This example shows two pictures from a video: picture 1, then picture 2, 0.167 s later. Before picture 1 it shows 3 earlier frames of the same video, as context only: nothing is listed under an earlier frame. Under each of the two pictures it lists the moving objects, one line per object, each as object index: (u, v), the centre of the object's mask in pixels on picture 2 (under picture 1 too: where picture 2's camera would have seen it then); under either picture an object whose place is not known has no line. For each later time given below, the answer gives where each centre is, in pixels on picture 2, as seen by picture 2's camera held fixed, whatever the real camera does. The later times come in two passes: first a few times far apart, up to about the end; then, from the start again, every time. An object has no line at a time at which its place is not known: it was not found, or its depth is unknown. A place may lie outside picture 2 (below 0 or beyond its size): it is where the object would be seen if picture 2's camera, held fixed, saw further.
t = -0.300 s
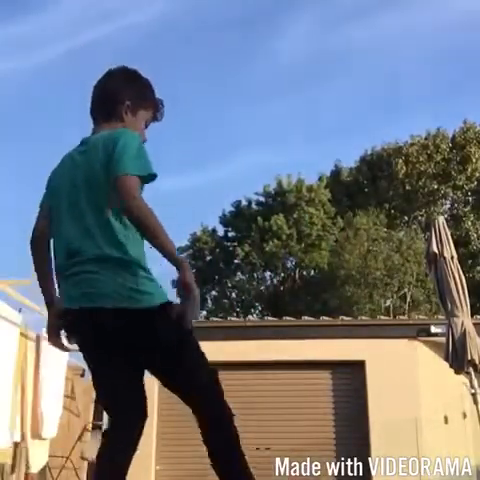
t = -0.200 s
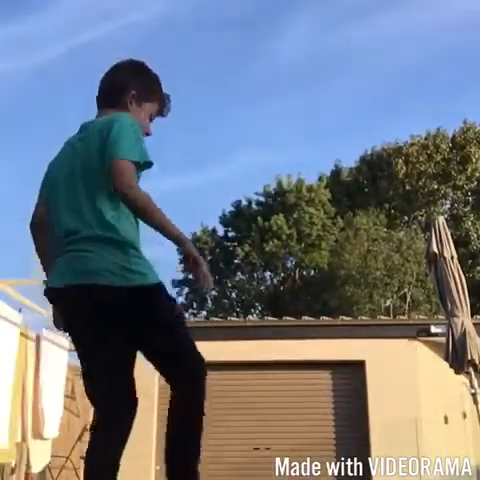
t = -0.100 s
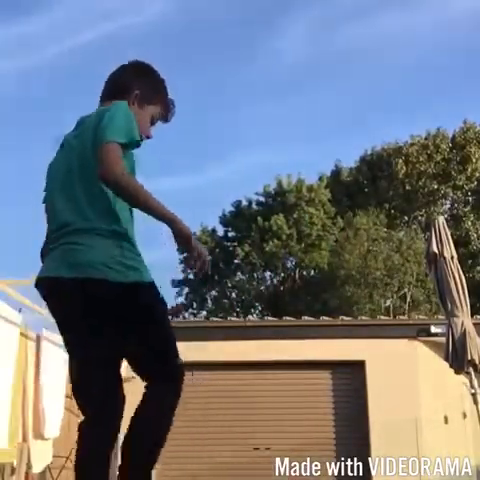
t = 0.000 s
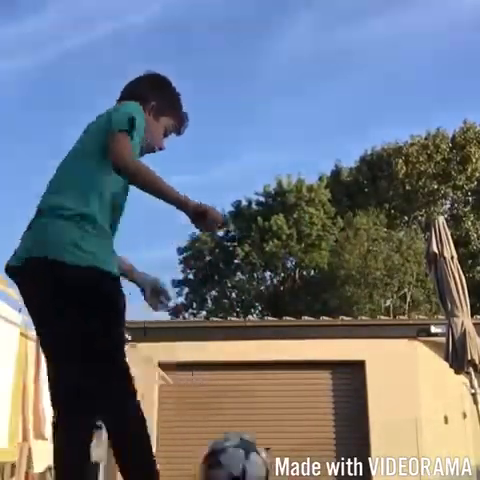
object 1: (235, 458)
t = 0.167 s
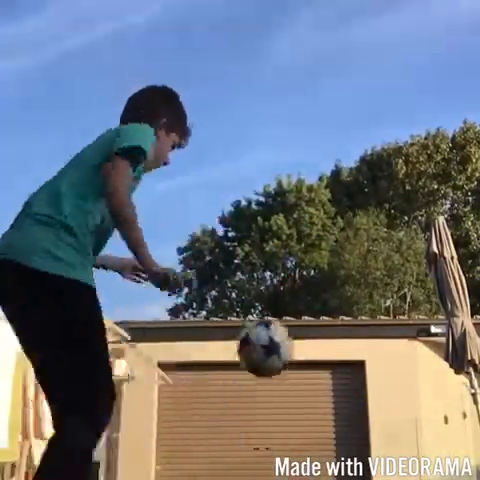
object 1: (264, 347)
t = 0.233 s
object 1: (275, 331)
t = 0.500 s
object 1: (307, 372)
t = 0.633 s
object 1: (321, 441)
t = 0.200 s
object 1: (270, 337)
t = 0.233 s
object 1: (275, 331)
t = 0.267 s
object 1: (279, 326)
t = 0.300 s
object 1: (283, 326)
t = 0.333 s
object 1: (287, 327)
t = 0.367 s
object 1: (291, 331)
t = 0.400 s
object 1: (294, 337)
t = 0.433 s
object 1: (299, 347)
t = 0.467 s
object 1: (302, 358)
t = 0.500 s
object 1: (307, 372)
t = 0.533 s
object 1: (310, 386)
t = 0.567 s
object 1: (314, 404)
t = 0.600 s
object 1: (318, 423)
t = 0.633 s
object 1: (321, 441)
